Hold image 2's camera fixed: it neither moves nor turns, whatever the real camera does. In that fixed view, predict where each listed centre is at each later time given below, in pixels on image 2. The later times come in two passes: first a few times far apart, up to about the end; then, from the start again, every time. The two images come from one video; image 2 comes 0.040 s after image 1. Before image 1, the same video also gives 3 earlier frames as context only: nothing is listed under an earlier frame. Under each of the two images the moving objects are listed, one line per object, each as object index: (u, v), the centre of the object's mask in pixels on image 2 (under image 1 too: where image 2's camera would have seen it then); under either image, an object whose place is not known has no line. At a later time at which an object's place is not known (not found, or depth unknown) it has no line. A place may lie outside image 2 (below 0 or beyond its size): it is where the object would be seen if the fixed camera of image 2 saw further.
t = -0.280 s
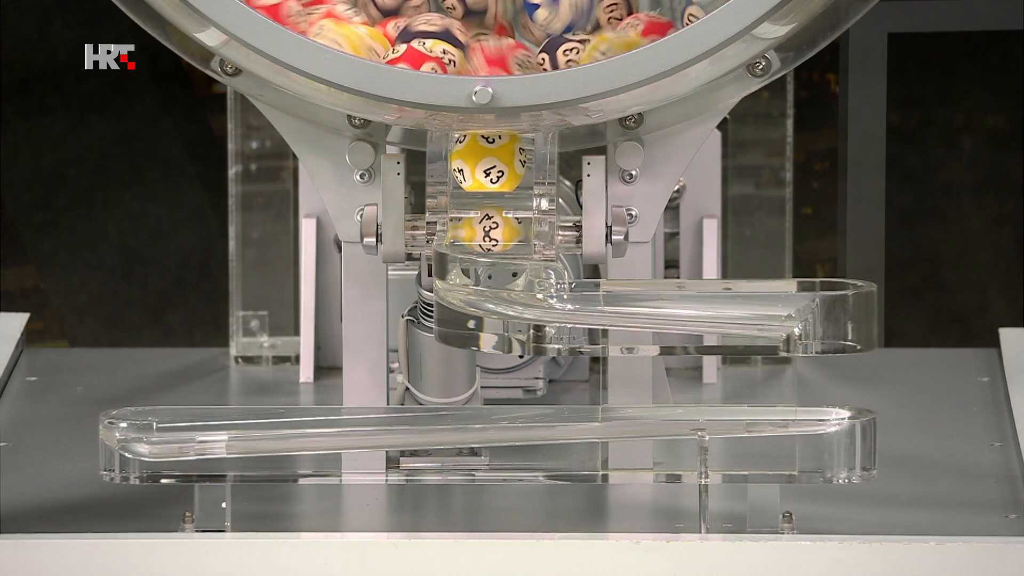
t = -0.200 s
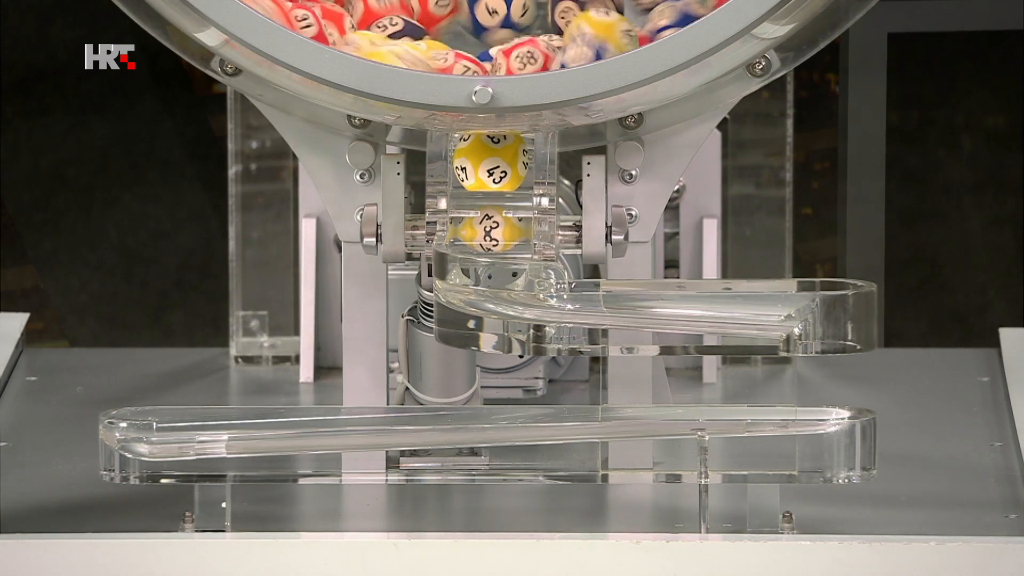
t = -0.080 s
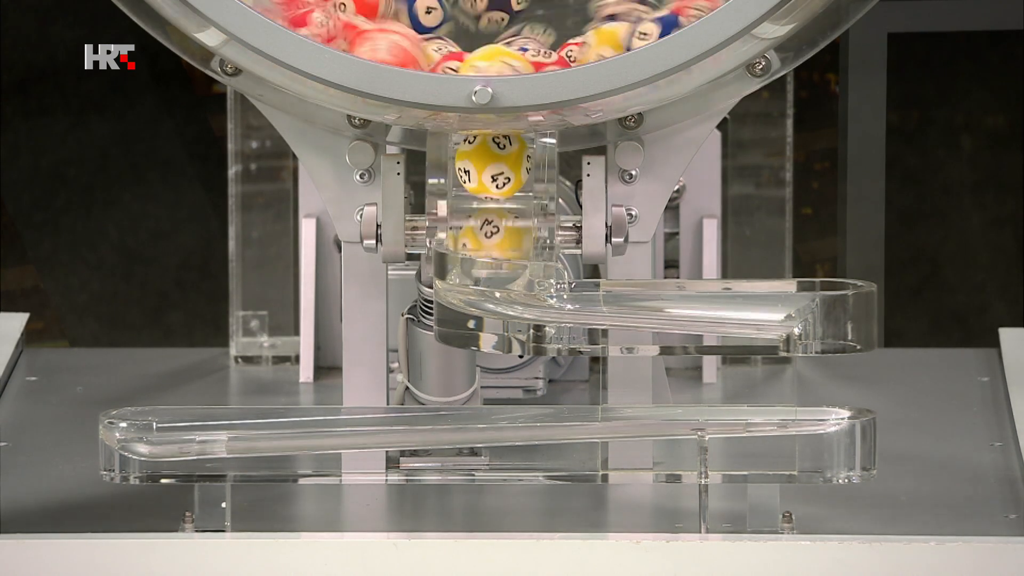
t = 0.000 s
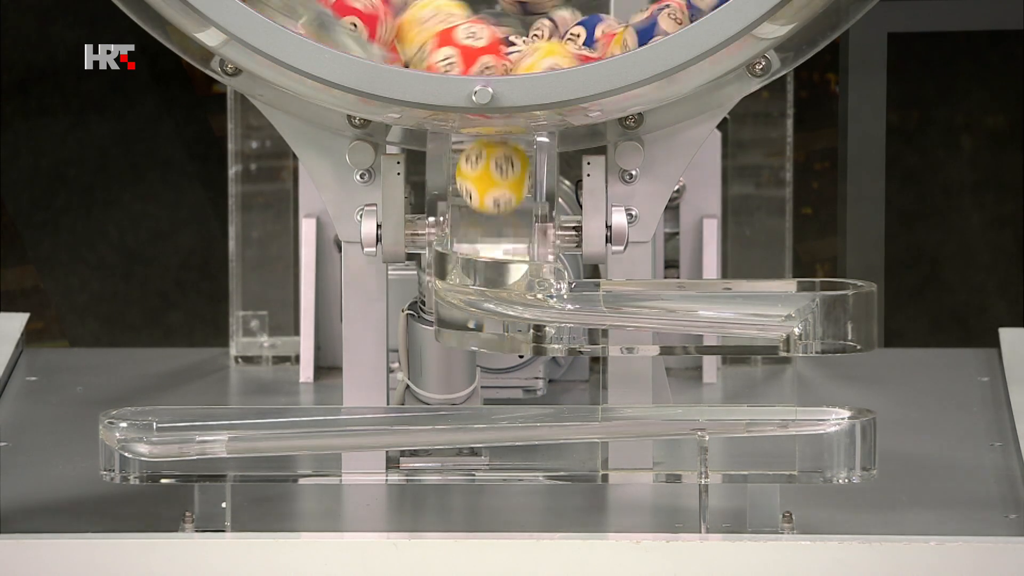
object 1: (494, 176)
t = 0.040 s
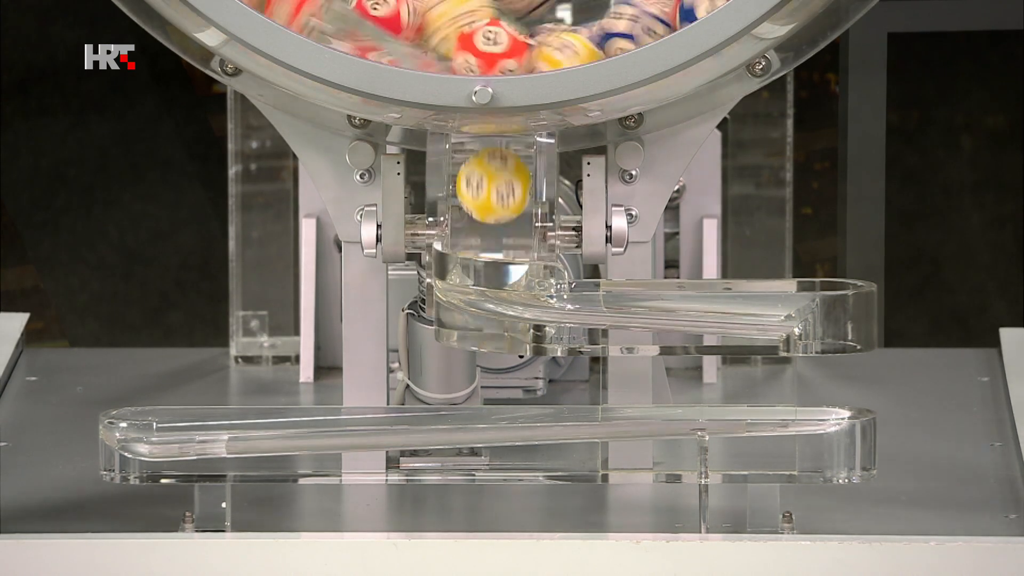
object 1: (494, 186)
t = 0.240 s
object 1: (491, 256)
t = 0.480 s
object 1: (579, 280)
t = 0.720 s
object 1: (767, 290)
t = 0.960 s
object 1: (825, 349)
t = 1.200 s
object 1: (807, 383)
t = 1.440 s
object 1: (793, 388)
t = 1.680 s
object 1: (757, 389)
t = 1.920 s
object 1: (704, 390)
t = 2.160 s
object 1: (635, 393)
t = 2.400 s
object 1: (549, 396)
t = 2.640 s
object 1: (451, 399)
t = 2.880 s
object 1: (341, 404)
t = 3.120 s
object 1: (222, 409)
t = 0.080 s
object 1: (494, 196)
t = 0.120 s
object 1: (494, 218)
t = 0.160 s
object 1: (495, 241)
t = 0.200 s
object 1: (488, 252)
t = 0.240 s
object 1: (491, 256)
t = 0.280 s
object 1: (485, 259)
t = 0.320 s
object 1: (490, 263)
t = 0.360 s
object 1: (507, 268)
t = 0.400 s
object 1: (526, 275)
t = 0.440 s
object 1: (549, 278)
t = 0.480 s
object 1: (579, 280)
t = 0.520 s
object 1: (608, 281)
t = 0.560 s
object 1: (637, 283)
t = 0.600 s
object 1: (667, 285)
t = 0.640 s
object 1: (700, 286)
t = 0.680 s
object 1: (733, 288)
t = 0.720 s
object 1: (767, 290)
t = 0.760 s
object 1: (800, 298)
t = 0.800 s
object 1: (825, 318)
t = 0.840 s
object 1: (826, 322)
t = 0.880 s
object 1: (823, 327)
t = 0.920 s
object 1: (823, 333)
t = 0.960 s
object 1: (825, 349)
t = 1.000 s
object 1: (831, 377)
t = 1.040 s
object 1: (815, 371)
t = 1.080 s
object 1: (820, 383)
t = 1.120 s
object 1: (807, 380)
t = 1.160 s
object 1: (806, 382)
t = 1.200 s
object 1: (807, 383)
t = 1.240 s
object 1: (807, 381)
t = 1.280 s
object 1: (805, 387)
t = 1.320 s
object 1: (803, 385)
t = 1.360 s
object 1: (801, 388)
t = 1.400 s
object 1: (797, 387)
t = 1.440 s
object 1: (793, 388)
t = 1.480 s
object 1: (788, 389)
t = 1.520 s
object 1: (783, 389)
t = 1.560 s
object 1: (777, 389)
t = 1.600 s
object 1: (771, 389)
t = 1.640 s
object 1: (764, 389)
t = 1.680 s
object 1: (757, 389)
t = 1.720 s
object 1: (749, 390)
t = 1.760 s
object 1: (742, 390)
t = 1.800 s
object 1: (732, 389)
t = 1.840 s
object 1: (723, 390)
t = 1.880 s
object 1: (714, 390)
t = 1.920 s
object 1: (704, 390)
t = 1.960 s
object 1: (694, 391)
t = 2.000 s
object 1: (682, 392)
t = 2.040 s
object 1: (671, 392)
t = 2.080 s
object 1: (660, 392)
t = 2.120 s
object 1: (647, 393)
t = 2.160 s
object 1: (635, 393)
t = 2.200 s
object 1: (621, 392)
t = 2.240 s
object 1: (607, 393)
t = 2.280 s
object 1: (593, 394)
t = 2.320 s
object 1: (578, 394)
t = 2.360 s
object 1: (564, 395)
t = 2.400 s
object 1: (549, 396)
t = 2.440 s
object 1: (533, 396)
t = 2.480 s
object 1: (518, 396)
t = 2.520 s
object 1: (501, 397)
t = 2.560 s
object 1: (485, 398)
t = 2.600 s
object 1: (468, 398)
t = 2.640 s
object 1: (451, 399)
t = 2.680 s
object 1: (433, 400)
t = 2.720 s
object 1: (416, 400)
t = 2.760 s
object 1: (398, 401)
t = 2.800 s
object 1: (380, 401)
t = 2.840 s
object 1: (360, 402)
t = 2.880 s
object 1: (341, 404)
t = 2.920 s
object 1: (322, 406)
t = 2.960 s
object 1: (302, 406)
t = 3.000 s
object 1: (284, 405)
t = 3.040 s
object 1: (263, 407)
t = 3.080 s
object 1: (243, 408)
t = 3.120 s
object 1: (222, 409)
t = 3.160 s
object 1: (199, 410)
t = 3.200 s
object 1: (178, 412)
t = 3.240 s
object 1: (156, 412)
